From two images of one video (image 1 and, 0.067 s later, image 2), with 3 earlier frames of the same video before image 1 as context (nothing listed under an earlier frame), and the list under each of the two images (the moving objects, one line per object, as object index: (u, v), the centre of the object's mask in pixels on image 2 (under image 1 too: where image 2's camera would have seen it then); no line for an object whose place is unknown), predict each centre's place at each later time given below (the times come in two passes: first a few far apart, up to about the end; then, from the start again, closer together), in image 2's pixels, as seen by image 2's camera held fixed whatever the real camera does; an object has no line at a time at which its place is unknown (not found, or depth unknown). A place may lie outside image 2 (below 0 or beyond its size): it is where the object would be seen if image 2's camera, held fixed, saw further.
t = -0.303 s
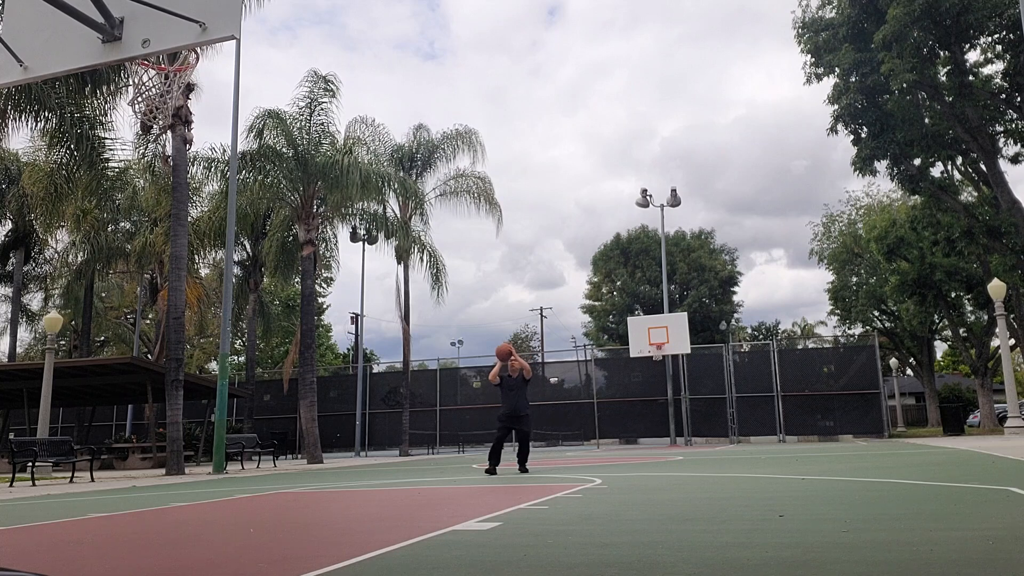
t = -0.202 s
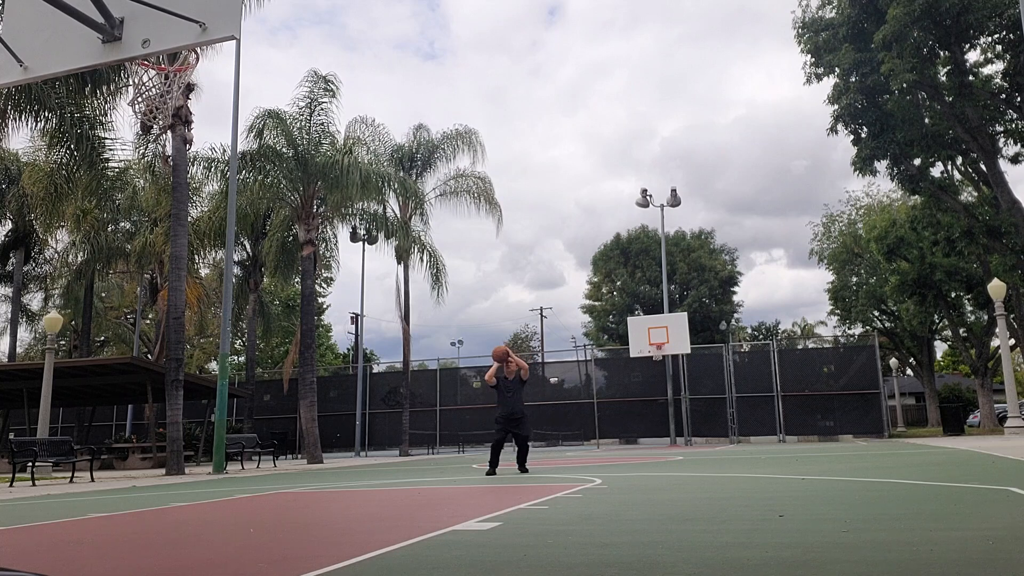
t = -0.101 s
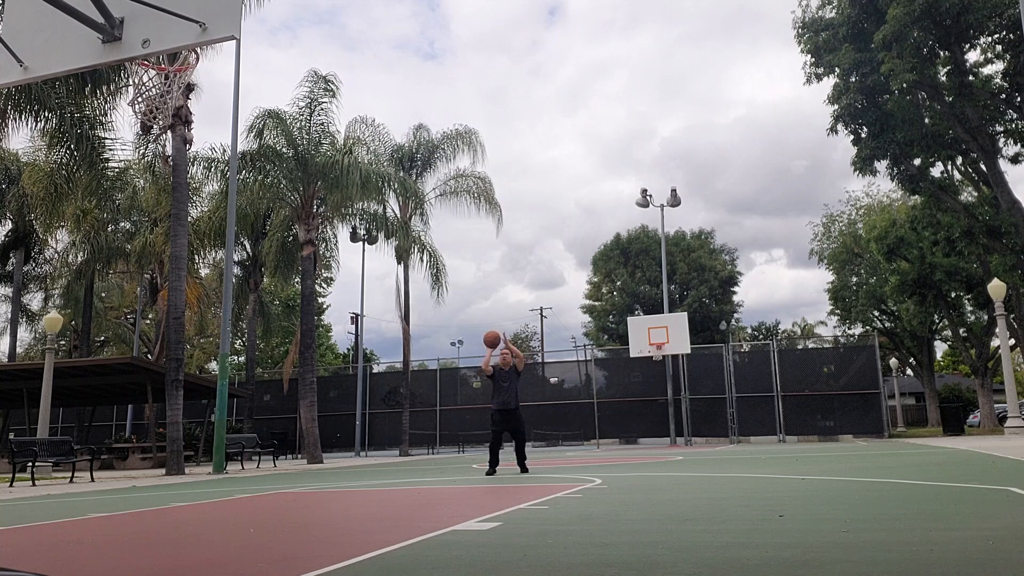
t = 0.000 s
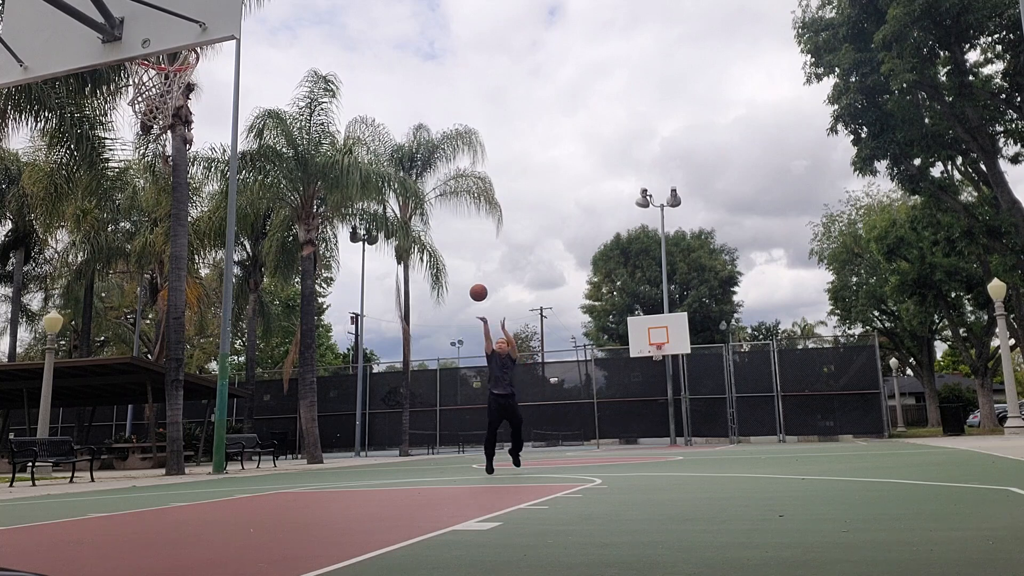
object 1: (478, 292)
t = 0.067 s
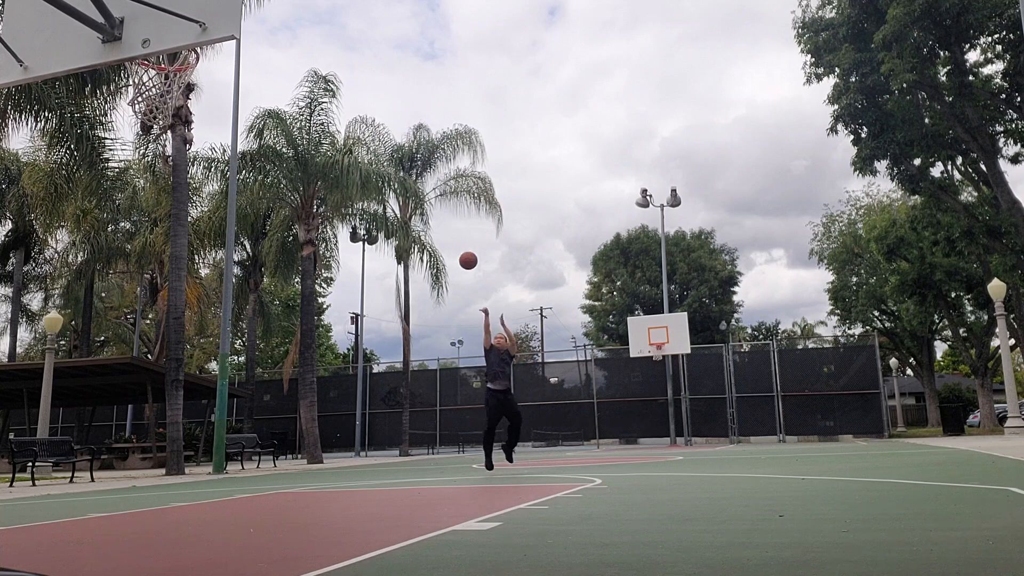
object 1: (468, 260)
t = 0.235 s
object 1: (439, 187)
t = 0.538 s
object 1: (375, 85)
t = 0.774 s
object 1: (304, 42)
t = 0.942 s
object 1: (217, 54)
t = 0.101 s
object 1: (463, 245)
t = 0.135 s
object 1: (457, 230)
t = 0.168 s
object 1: (452, 215)
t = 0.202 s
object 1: (446, 201)
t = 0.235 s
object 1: (439, 187)
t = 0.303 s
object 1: (427, 161)
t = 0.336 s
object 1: (420, 149)
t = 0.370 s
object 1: (413, 136)
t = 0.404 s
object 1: (406, 125)
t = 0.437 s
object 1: (399, 114)
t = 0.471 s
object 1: (391, 104)
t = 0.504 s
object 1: (383, 94)
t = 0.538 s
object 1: (375, 85)
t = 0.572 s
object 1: (366, 77)
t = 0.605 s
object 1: (357, 69)
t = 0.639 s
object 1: (348, 62)
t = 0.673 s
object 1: (338, 56)
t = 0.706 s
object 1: (327, 50)
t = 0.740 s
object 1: (316, 46)
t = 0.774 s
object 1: (304, 42)
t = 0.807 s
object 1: (292, 40)
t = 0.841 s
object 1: (279, 39)
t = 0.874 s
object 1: (265, 39)
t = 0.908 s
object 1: (251, 41)
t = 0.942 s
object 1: (217, 54)
